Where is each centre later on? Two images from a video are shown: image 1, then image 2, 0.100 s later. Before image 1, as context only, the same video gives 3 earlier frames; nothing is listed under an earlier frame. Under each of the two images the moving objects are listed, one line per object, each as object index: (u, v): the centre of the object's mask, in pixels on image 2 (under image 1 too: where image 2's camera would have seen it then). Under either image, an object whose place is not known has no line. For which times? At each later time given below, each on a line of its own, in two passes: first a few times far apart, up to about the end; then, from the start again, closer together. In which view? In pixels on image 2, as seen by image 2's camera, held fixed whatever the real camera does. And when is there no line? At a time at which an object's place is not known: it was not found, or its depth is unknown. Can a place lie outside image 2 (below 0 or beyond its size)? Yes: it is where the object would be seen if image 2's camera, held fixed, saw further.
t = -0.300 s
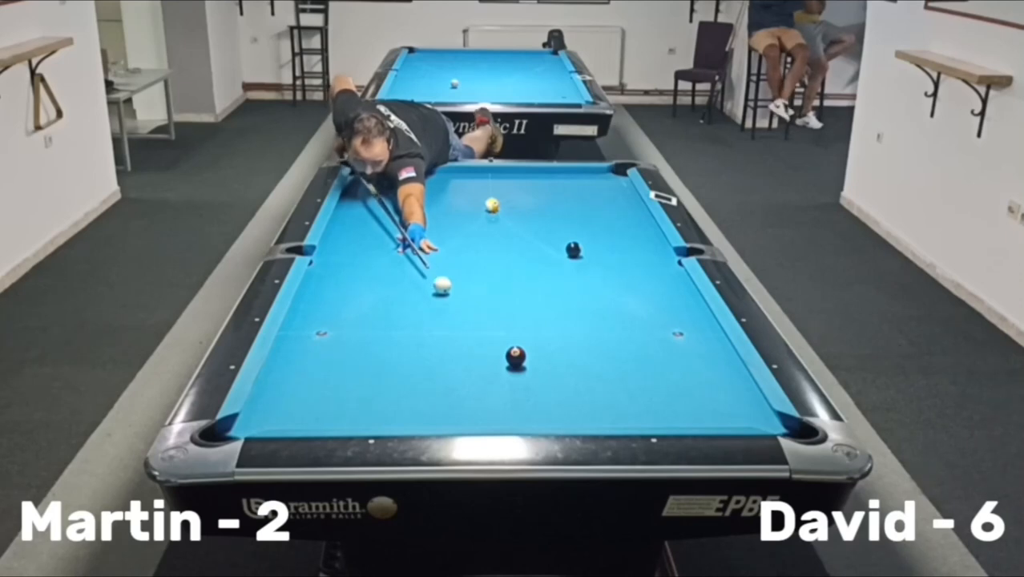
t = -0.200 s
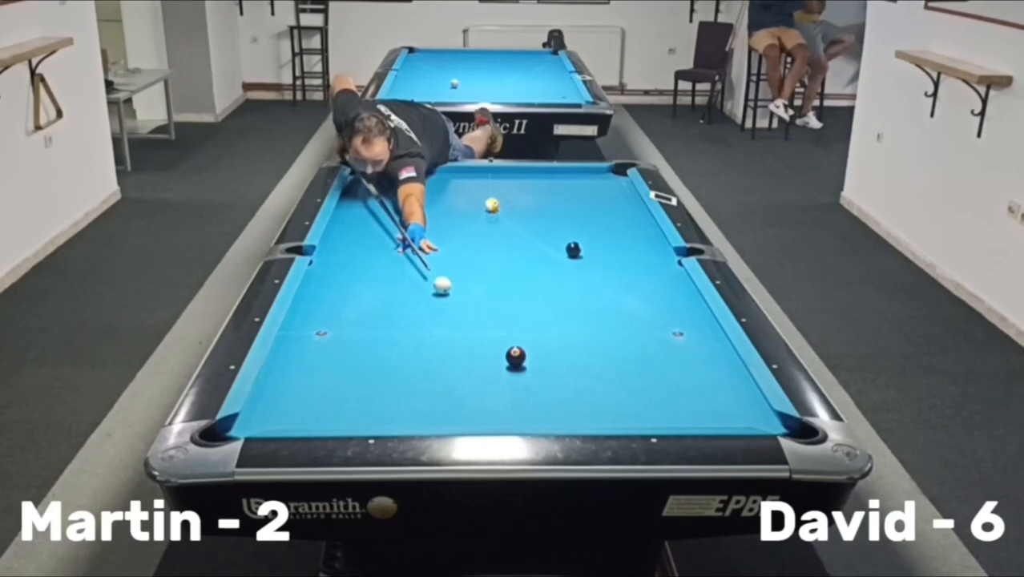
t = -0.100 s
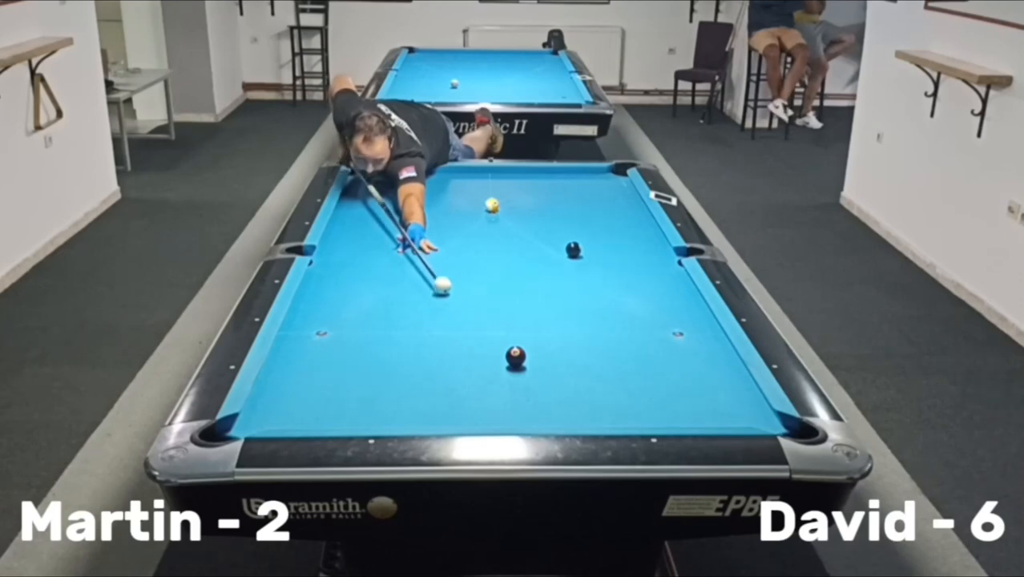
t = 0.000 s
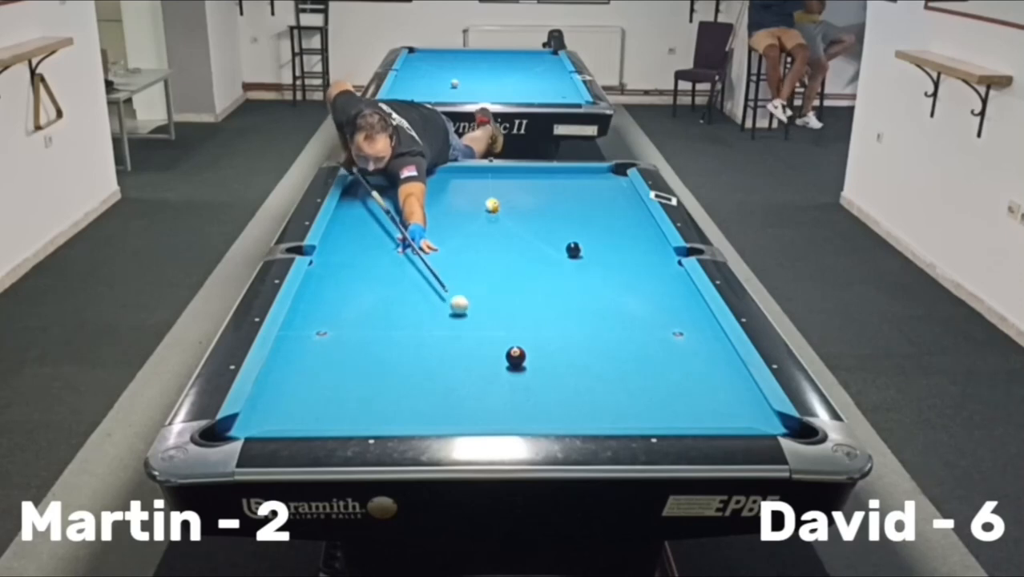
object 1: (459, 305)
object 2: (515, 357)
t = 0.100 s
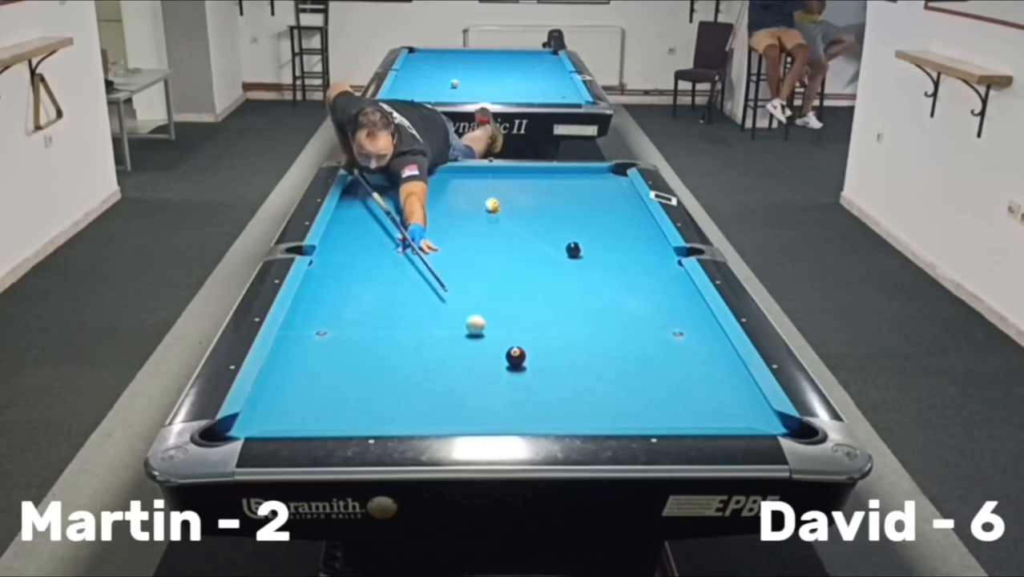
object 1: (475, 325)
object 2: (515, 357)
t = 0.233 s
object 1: (496, 354)
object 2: (519, 358)
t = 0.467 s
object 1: (466, 392)
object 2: (585, 375)
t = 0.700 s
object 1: (434, 417)
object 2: (646, 391)
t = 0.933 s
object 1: (401, 395)
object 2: (709, 407)
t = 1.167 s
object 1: (371, 375)
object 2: (775, 423)
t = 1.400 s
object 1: (344, 357)
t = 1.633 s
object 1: (320, 340)
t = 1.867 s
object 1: (297, 326)
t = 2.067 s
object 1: (303, 317)
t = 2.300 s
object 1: (318, 309)
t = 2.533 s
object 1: (332, 301)
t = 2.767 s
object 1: (343, 295)
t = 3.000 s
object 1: (354, 289)
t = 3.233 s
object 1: (363, 284)
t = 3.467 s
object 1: (372, 280)
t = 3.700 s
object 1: (379, 276)
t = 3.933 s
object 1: (385, 273)
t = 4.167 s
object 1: (390, 270)
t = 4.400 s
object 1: (394, 268)
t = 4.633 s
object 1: (397, 267)
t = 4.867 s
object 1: (399, 266)
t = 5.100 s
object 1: (400, 265)
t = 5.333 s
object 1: (400, 265)
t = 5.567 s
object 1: (400, 266)
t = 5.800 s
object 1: (400, 265)
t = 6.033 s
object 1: (400, 265)
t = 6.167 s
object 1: (400, 265)
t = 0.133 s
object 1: (481, 332)
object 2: (515, 357)
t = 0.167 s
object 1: (487, 340)
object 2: (515, 357)
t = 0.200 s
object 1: (493, 347)
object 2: (515, 357)
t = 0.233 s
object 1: (496, 354)
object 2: (519, 358)
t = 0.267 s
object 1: (490, 358)
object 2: (531, 361)
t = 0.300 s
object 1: (485, 363)
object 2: (542, 364)
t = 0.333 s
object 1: (481, 369)
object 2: (551, 366)
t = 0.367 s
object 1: (478, 374)
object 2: (559, 368)
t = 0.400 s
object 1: (474, 380)
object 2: (568, 371)
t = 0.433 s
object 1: (470, 386)
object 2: (576, 373)
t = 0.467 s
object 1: (466, 392)
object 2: (585, 375)
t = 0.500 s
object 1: (462, 398)
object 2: (594, 377)
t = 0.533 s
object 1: (458, 405)
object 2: (602, 380)
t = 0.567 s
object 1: (454, 411)
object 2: (611, 382)
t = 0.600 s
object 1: (449, 416)
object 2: (620, 384)
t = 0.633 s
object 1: (445, 420)
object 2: (629, 386)
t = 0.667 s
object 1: (440, 420)
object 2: (637, 389)
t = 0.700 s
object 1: (434, 417)
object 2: (646, 391)
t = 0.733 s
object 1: (429, 415)
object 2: (655, 393)
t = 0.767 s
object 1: (424, 413)
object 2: (664, 395)
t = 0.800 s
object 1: (419, 409)
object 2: (673, 398)
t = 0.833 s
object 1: (414, 406)
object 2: (682, 400)
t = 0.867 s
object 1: (410, 402)
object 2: (691, 402)
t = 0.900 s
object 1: (405, 399)
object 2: (700, 405)
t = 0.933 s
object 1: (401, 395)
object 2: (709, 407)
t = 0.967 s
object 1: (396, 393)
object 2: (719, 410)
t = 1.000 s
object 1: (392, 389)
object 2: (728, 412)
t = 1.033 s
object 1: (387, 387)
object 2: (737, 414)
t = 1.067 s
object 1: (383, 383)
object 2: (747, 416)
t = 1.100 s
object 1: (379, 381)
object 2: (756, 418)
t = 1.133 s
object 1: (374, 378)
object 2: (765, 420)
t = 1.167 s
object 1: (371, 375)
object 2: (775, 423)
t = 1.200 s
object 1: (367, 372)
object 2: (785, 426)
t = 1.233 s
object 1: (363, 370)
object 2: (793, 431)
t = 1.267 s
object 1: (359, 367)
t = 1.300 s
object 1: (355, 364)
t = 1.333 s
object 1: (351, 361)
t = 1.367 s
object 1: (347, 359)
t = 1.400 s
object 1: (344, 357)
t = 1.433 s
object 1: (340, 354)
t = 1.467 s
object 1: (336, 352)
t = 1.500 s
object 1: (333, 350)
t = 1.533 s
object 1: (330, 347)
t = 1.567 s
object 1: (326, 345)
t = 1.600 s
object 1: (323, 343)
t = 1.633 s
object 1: (320, 340)
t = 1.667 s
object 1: (316, 338)
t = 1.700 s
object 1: (313, 336)
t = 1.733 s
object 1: (310, 334)
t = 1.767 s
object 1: (307, 332)
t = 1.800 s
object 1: (304, 330)
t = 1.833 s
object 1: (300, 328)
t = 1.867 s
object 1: (297, 326)
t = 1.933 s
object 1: (293, 322)
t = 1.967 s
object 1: (295, 321)
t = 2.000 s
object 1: (298, 319)
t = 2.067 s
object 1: (303, 317)
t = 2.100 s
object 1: (305, 316)
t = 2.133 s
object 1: (307, 314)
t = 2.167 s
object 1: (309, 313)
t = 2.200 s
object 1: (312, 312)
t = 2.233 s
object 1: (314, 311)
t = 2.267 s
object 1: (316, 310)
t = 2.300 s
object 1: (318, 309)
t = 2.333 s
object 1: (320, 307)
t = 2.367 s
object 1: (322, 306)
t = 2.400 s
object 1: (324, 305)
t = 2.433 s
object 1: (326, 304)
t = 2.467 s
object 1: (328, 303)
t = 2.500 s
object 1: (330, 302)
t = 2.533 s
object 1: (332, 301)
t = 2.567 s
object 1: (333, 300)
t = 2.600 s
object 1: (335, 299)
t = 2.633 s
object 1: (337, 298)
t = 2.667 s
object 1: (339, 297)
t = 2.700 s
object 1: (340, 296)
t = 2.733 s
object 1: (342, 296)
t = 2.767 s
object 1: (343, 295)
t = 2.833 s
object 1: (347, 293)
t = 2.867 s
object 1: (348, 292)
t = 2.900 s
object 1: (350, 291)
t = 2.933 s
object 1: (351, 290)
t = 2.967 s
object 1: (353, 290)
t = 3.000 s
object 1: (354, 289)
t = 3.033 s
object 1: (355, 288)
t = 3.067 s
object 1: (357, 287)
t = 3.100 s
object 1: (358, 287)
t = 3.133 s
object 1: (360, 286)
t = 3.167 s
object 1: (361, 285)
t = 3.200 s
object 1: (362, 285)
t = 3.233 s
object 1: (363, 284)
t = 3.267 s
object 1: (365, 283)
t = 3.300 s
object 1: (366, 283)
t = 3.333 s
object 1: (367, 282)
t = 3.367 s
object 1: (368, 282)
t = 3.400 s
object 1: (370, 281)
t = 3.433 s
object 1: (371, 280)
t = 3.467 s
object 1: (372, 280)
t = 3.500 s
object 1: (373, 279)
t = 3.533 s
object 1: (374, 279)
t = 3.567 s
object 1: (375, 278)
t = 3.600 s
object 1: (376, 278)
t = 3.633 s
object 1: (377, 277)
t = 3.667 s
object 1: (378, 277)
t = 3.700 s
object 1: (379, 276)
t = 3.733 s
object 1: (380, 276)
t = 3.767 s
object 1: (381, 275)
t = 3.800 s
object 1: (382, 275)
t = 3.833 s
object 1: (383, 274)
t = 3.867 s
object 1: (384, 274)
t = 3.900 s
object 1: (385, 274)
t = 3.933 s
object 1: (385, 273)
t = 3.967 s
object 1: (386, 273)
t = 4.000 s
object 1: (387, 272)
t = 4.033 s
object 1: (388, 272)
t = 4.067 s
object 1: (388, 272)
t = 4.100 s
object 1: (389, 271)
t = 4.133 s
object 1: (390, 271)
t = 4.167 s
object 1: (390, 270)
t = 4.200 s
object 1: (391, 270)
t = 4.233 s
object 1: (392, 270)
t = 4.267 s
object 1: (392, 270)
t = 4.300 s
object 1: (393, 269)
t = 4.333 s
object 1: (393, 269)
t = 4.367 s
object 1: (394, 269)
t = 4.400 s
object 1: (394, 268)
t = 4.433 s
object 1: (395, 268)
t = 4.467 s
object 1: (395, 268)
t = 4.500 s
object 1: (395, 268)
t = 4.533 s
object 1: (396, 268)
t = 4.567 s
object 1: (396, 267)
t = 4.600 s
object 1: (397, 267)
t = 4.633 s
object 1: (397, 267)
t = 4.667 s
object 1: (397, 267)
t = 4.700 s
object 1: (397, 267)
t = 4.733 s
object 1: (398, 266)
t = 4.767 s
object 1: (398, 266)
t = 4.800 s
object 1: (398, 266)
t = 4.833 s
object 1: (398, 266)
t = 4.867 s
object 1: (399, 266)
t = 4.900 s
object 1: (399, 266)
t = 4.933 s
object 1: (399, 266)
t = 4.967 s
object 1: (399, 266)
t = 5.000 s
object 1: (399, 266)
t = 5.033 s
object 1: (399, 266)
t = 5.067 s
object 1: (399, 265)
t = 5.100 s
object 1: (400, 265)
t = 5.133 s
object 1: (400, 265)
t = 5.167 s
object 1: (400, 265)
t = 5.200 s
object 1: (400, 265)
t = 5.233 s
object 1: (400, 266)
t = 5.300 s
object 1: (400, 265)
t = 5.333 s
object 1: (400, 265)
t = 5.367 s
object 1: (400, 265)
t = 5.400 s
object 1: (400, 266)
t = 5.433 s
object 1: (400, 266)
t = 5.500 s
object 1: (400, 266)
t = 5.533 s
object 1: (400, 266)
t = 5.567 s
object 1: (400, 266)
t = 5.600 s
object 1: (400, 266)
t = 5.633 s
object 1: (400, 266)
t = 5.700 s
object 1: (400, 266)
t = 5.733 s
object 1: (400, 266)
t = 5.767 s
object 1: (400, 266)
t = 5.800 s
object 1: (400, 265)
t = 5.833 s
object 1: (400, 265)
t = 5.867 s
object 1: (400, 265)
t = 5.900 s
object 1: (400, 265)
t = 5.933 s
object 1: (400, 265)
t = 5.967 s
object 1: (400, 265)
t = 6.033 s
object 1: (400, 265)
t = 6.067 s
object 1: (400, 265)
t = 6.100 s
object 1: (400, 265)
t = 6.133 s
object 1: (400, 265)
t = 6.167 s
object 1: (400, 265)
